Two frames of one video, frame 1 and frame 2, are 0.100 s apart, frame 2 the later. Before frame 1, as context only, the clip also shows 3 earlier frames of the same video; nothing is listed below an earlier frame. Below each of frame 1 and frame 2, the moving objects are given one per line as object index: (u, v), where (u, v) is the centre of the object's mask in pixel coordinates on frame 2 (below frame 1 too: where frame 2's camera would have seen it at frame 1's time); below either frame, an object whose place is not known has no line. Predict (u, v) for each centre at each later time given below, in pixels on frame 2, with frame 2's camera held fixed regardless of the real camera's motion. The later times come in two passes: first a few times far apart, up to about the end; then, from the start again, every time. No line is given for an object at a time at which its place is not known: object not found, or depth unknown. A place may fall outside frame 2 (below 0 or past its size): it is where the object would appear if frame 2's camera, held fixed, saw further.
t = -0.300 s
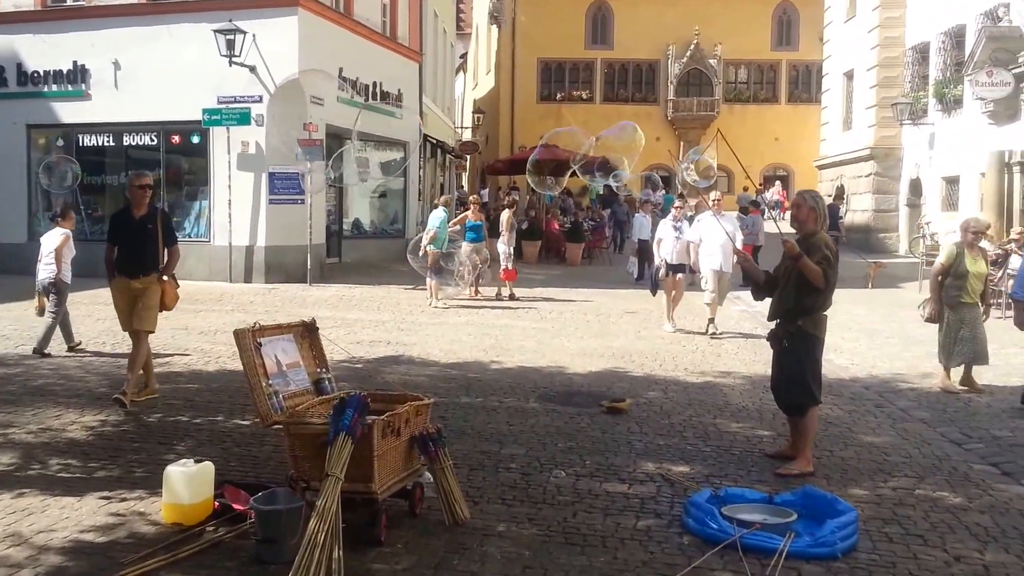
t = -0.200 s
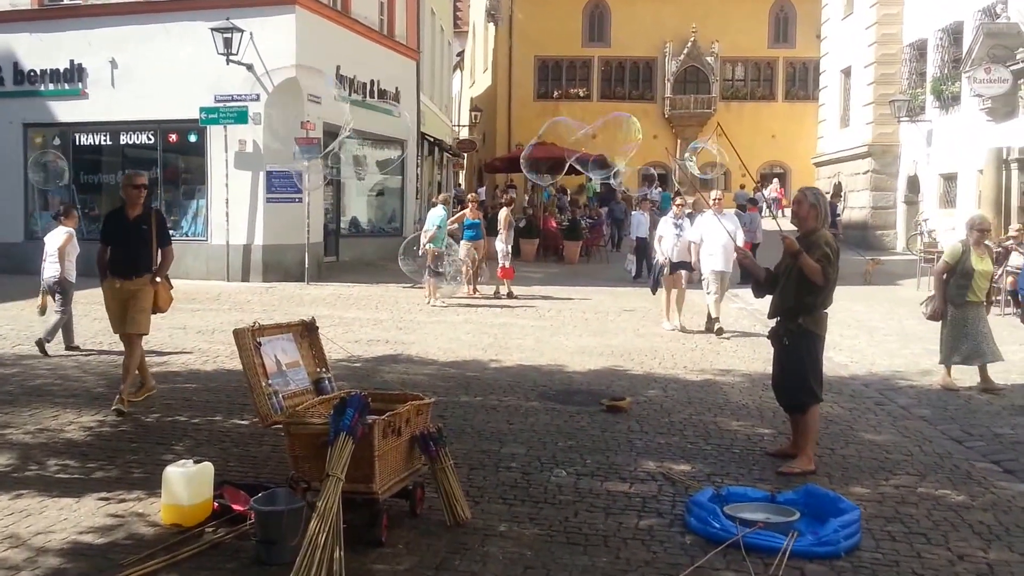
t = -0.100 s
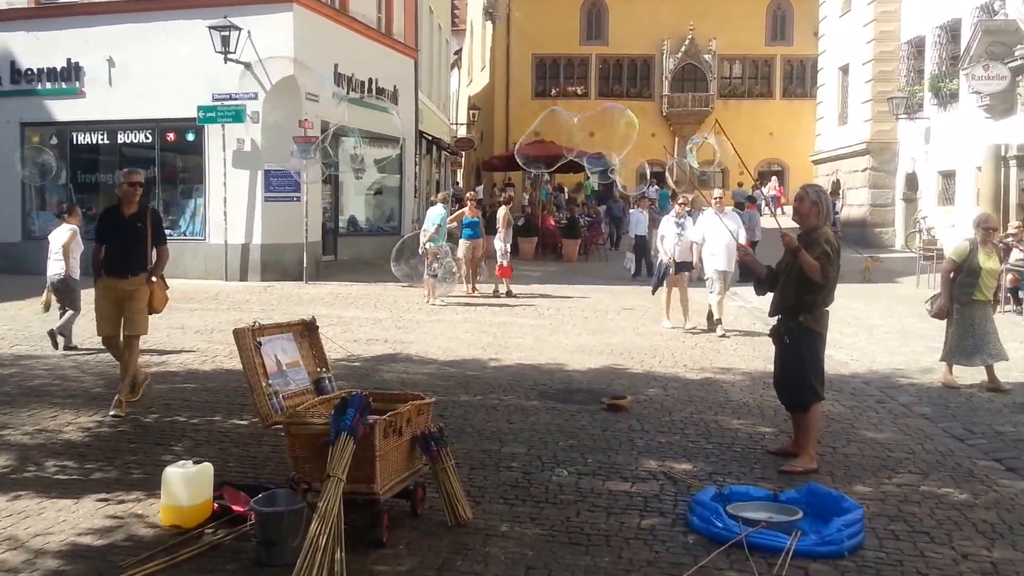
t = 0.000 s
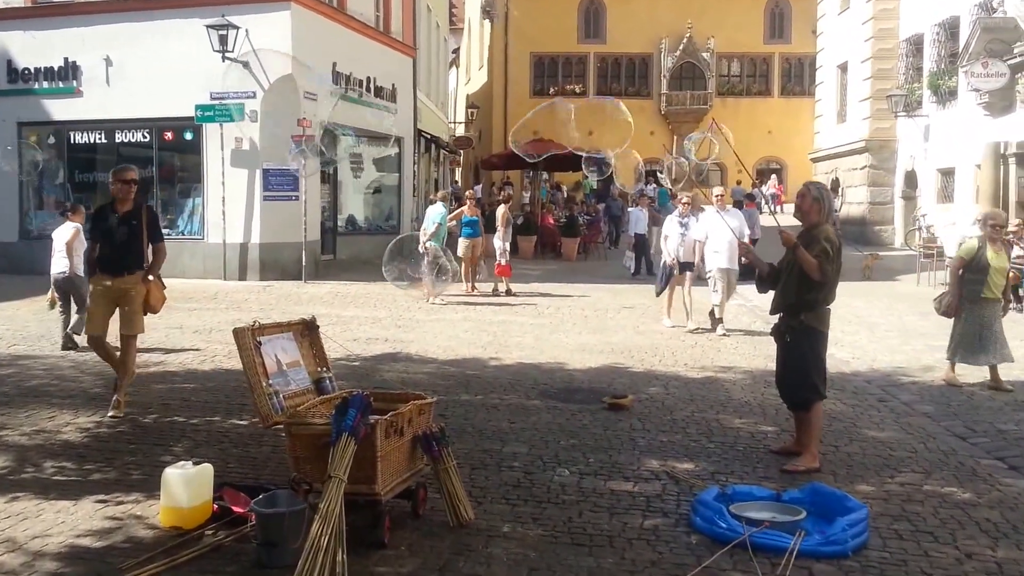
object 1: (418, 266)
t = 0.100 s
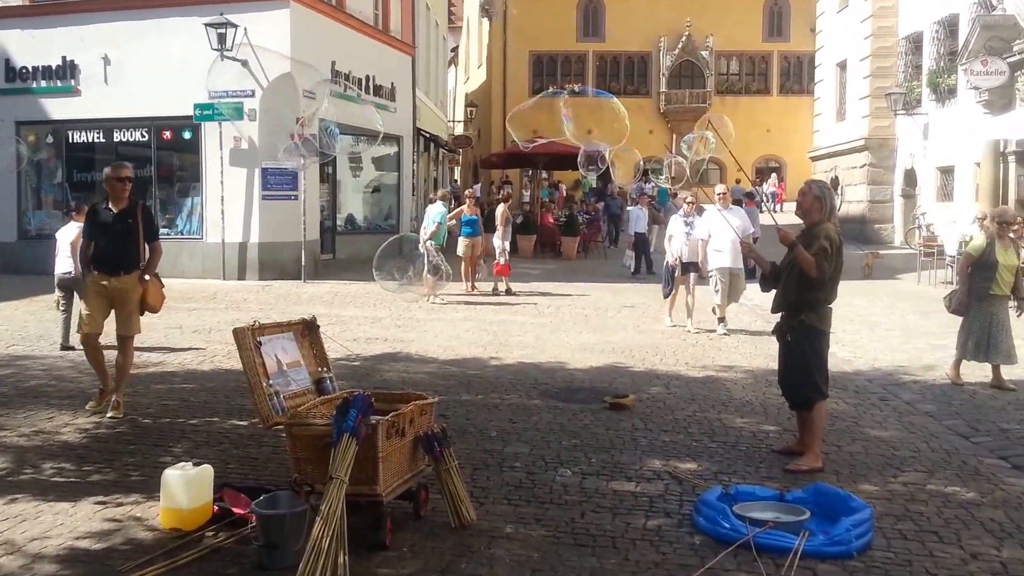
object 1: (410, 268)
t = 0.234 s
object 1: (398, 271)
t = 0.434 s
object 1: (379, 276)
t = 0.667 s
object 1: (359, 283)
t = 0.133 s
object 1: (407, 268)
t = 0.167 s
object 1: (404, 269)
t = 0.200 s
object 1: (401, 270)
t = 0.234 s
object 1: (398, 271)
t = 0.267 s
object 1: (392, 271)
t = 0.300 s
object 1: (390, 272)
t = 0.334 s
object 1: (387, 273)
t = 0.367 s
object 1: (384, 274)
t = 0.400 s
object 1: (382, 275)
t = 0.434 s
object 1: (379, 276)
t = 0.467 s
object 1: (375, 277)
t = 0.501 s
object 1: (373, 278)
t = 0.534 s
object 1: (370, 279)
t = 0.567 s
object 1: (367, 280)
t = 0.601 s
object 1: (365, 281)
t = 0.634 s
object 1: (362, 282)
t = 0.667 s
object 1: (359, 283)
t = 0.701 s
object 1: (355, 285)
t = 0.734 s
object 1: (353, 286)
